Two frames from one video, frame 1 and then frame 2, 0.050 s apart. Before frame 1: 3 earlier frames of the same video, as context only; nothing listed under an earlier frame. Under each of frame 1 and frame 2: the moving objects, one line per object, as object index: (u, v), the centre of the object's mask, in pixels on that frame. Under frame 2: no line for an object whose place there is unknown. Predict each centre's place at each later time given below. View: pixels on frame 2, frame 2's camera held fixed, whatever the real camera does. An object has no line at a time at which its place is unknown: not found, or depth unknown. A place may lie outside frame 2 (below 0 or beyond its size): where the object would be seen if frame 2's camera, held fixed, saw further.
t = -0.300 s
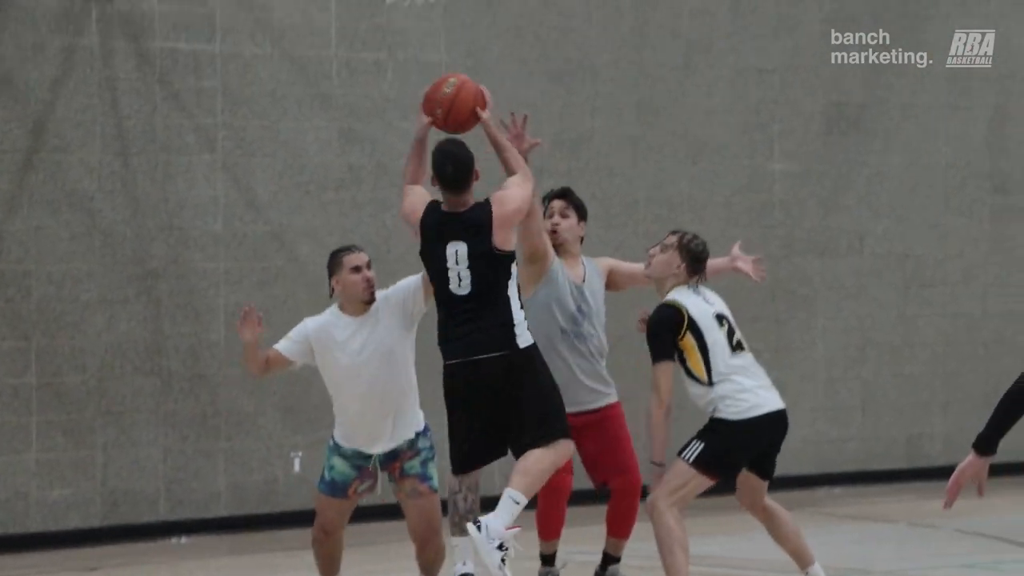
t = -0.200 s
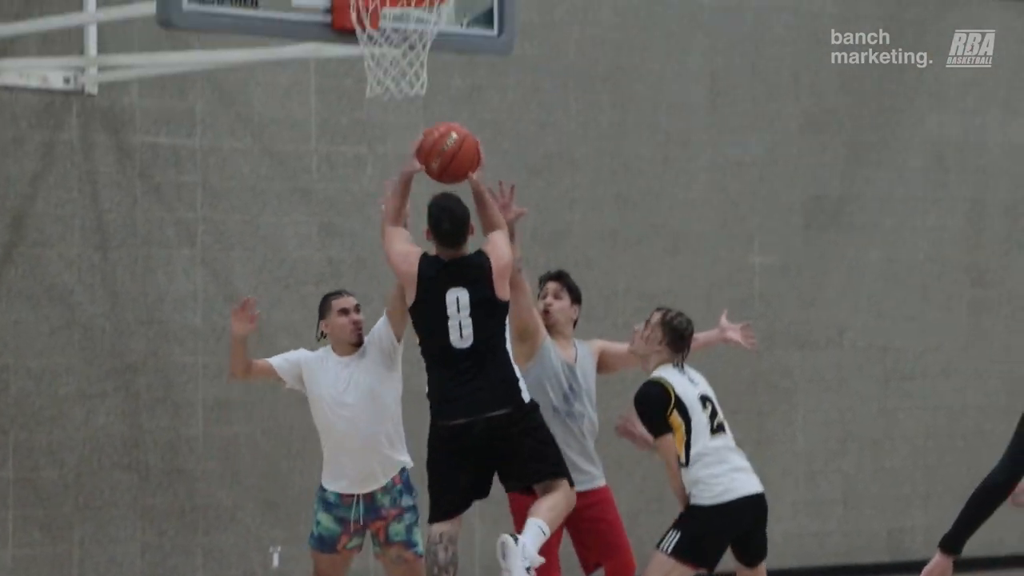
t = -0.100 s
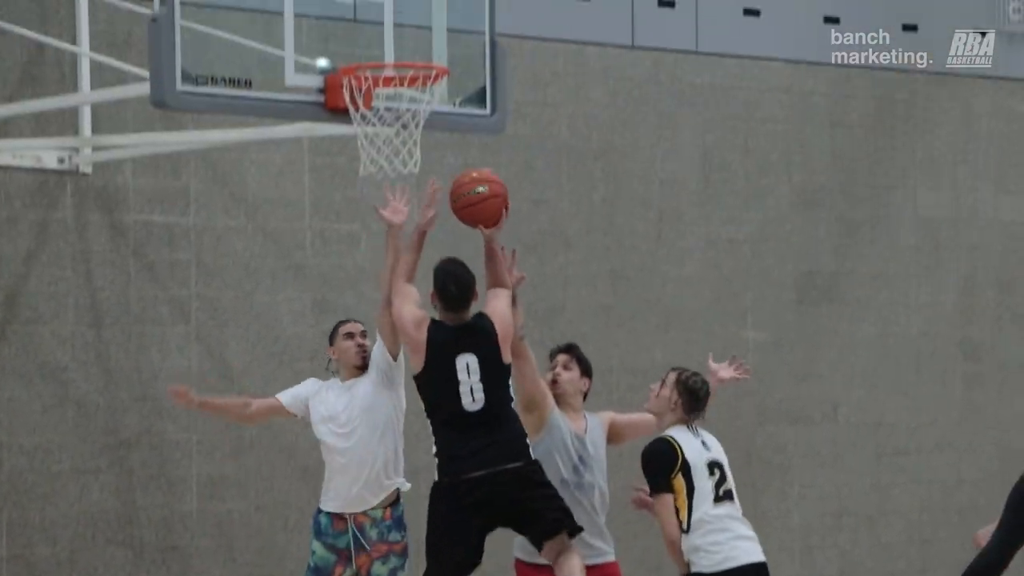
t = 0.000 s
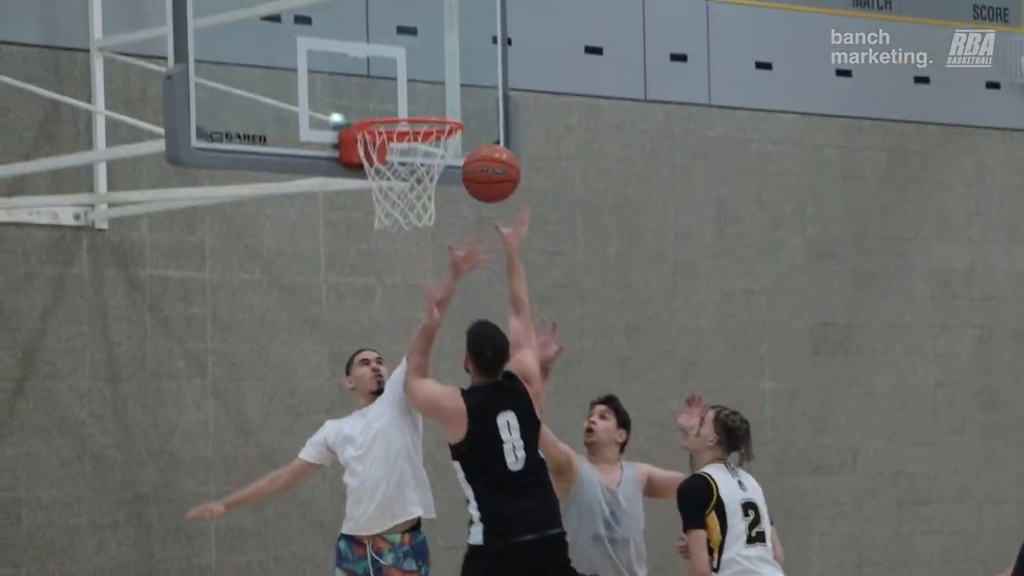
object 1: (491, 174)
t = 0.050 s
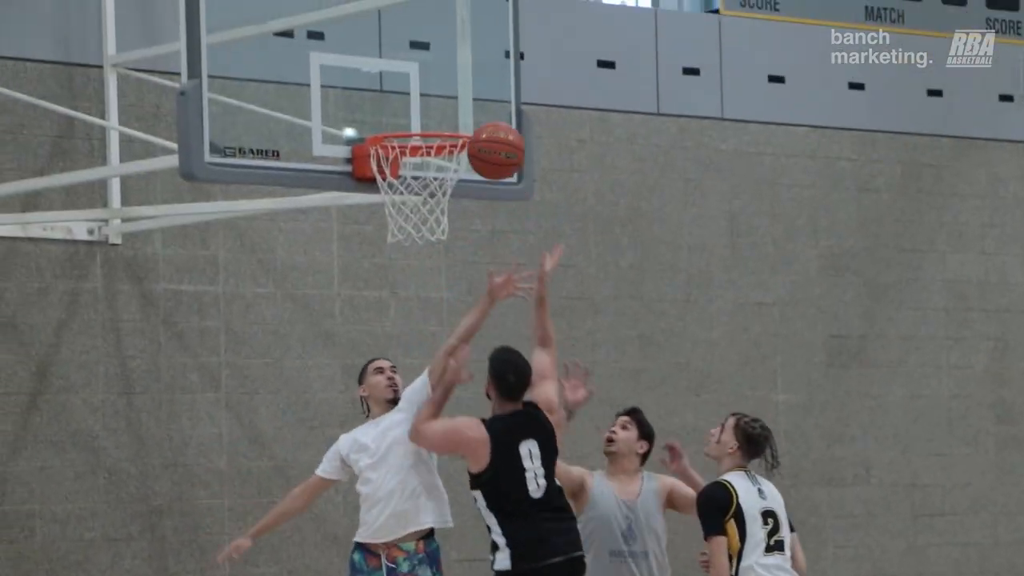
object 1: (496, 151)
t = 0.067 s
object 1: (493, 140)
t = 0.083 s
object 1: (491, 130)
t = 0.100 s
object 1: (488, 121)
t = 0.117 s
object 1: (486, 112)
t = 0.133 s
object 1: (484, 104)
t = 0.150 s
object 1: (481, 97)
